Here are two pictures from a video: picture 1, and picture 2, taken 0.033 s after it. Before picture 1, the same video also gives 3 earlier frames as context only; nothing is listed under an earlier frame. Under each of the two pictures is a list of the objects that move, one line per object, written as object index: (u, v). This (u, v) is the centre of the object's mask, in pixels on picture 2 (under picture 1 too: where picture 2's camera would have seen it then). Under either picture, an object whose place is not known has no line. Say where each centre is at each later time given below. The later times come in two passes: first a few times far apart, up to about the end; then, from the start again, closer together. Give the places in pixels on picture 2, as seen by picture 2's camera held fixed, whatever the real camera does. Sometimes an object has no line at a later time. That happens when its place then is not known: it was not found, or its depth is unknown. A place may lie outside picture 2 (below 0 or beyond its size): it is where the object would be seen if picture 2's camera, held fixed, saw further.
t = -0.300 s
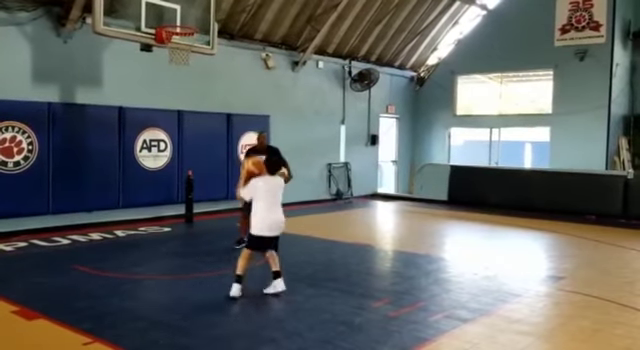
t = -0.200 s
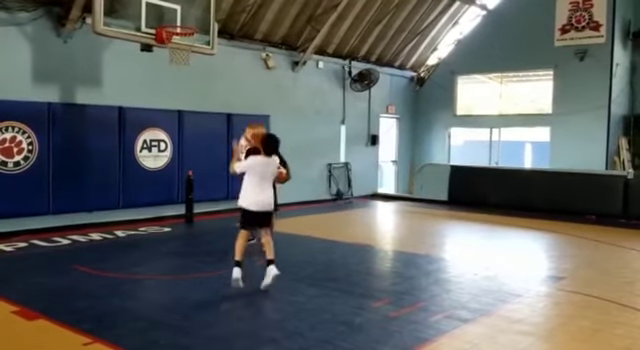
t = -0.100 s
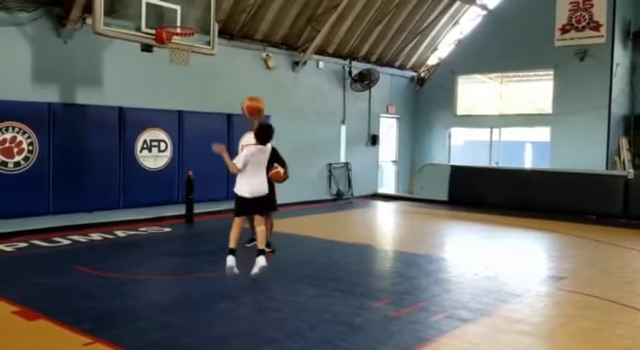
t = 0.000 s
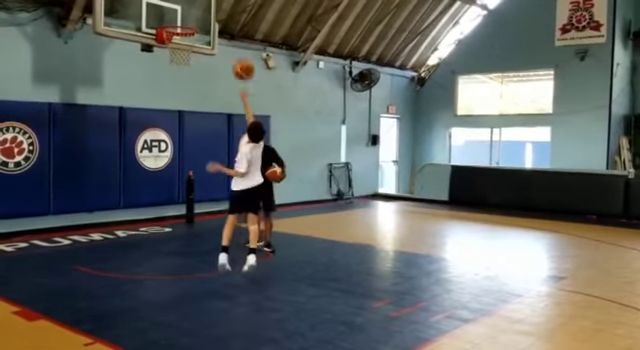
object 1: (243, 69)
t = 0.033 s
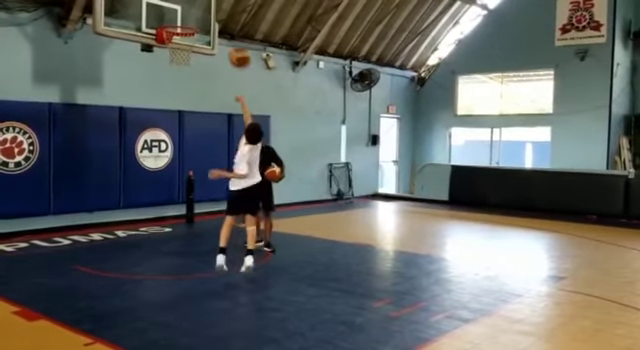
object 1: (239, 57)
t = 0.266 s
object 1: (214, 5)
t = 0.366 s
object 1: (204, 1)
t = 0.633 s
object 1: (179, 8)
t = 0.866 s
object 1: (183, 43)
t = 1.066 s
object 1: (193, 50)
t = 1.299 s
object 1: (178, 64)
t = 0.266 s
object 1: (214, 5)
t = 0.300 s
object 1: (210, 4)
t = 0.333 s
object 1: (208, 2)
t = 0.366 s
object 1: (204, 1)
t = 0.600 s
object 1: (181, 6)
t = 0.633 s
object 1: (179, 8)
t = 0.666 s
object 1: (176, 15)
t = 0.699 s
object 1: (174, 20)
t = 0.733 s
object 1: (170, 23)
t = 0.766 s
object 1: (175, 32)
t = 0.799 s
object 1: (178, 37)
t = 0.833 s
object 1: (181, 41)
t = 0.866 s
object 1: (183, 43)
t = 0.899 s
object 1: (186, 46)
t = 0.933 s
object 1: (188, 47)
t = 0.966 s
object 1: (190, 48)
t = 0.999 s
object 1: (192, 49)
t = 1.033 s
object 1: (193, 50)
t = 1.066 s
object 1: (193, 50)
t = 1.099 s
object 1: (193, 51)
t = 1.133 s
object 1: (191, 54)
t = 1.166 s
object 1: (189, 55)
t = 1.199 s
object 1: (187, 56)
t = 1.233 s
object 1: (183, 58)
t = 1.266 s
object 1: (181, 60)
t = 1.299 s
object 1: (178, 64)
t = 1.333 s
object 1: (176, 69)
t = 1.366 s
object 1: (173, 75)
